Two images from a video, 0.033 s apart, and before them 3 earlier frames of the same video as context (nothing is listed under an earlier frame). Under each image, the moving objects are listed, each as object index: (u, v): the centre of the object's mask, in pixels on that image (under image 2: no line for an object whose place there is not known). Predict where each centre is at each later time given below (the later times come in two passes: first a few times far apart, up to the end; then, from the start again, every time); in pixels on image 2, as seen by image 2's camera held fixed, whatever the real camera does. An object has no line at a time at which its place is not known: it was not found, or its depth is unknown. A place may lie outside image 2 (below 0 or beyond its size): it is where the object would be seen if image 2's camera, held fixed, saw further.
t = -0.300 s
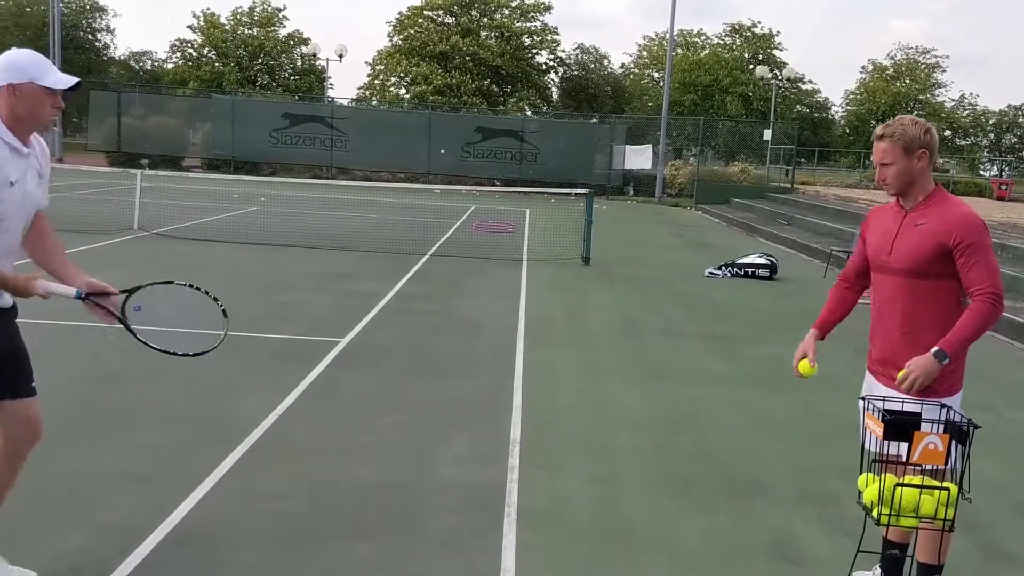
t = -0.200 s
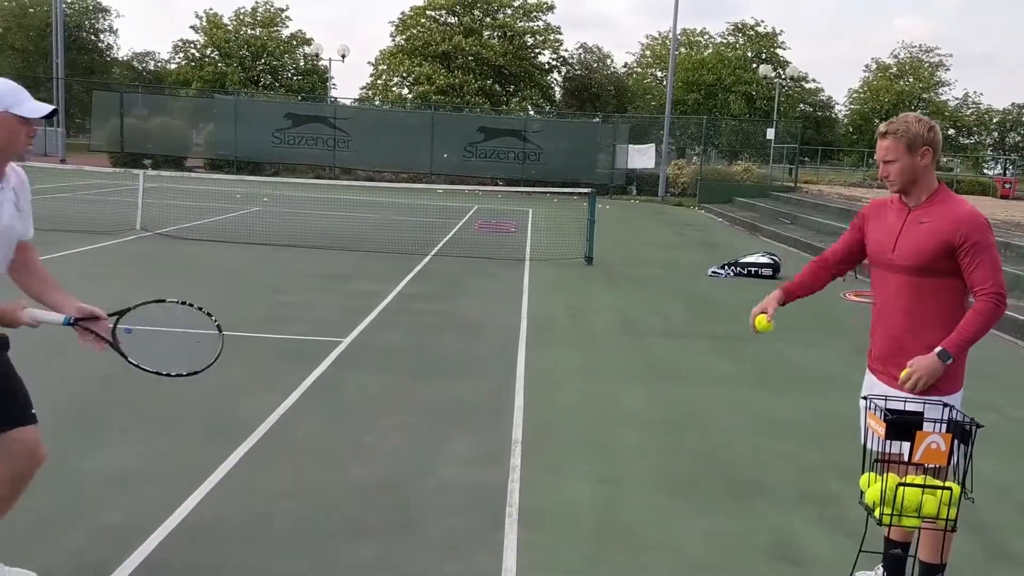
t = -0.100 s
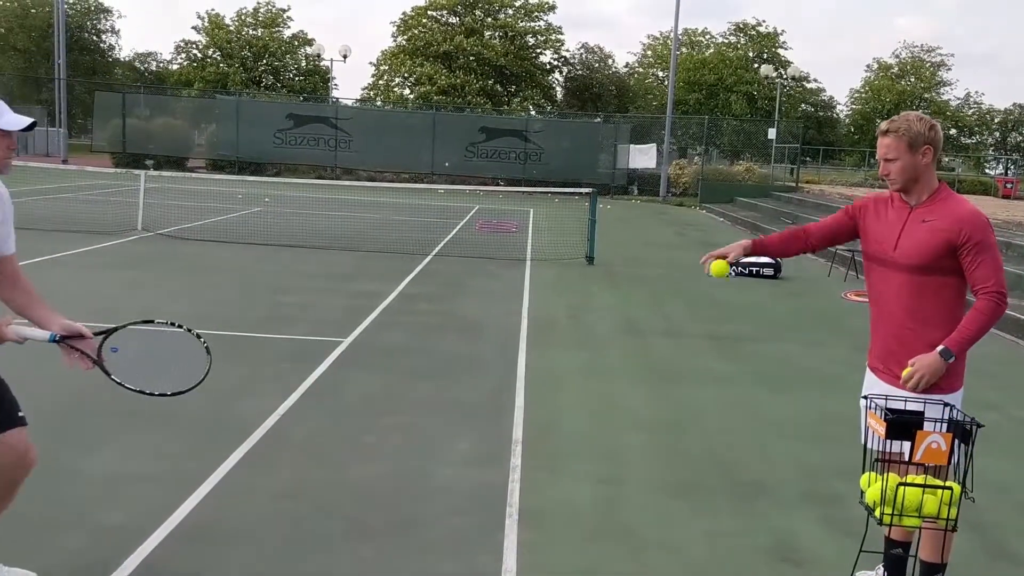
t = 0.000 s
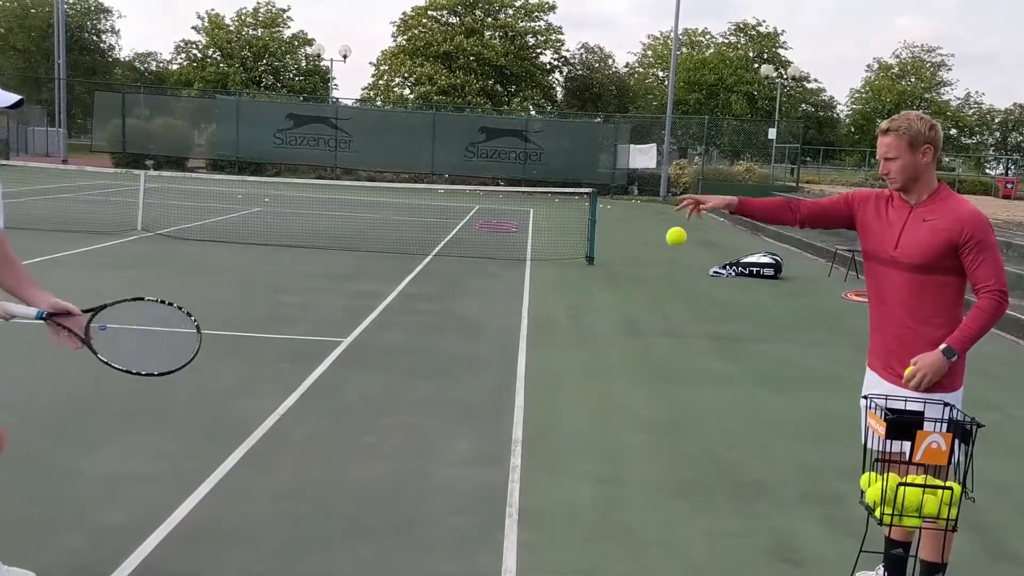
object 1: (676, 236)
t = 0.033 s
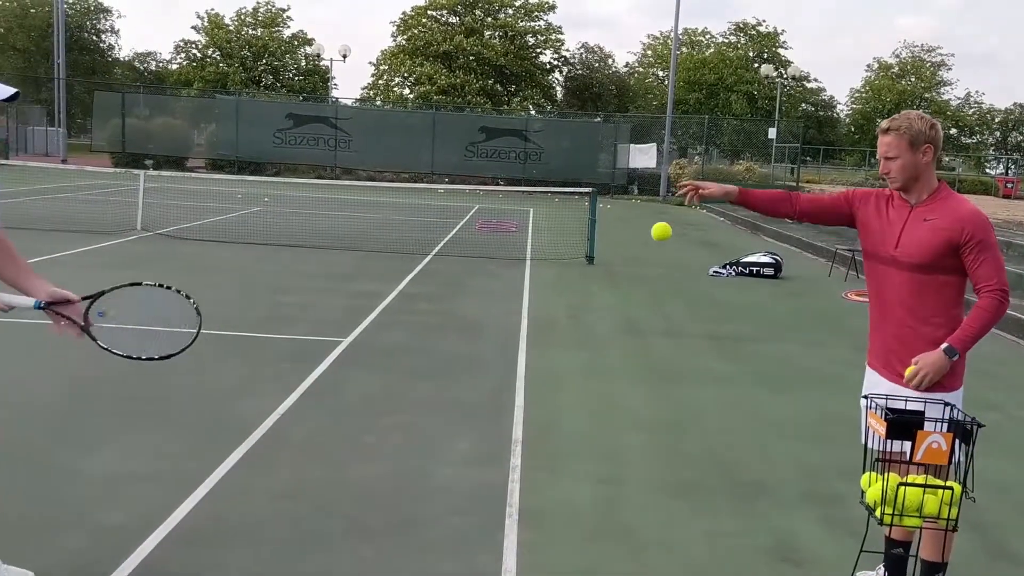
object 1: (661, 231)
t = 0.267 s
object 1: (556, 287)
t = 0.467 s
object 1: (456, 454)
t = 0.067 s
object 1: (646, 230)
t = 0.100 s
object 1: (631, 231)
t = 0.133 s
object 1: (616, 236)
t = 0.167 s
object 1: (602, 244)
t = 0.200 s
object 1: (586, 255)
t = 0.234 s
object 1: (571, 269)
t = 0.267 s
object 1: (556, 287)
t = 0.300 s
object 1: (540, 307)
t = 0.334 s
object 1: (524, 331)
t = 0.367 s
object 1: (508, 358)
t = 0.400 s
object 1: (491, 387)
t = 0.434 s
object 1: (474, 419)
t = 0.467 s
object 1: (456, 454)
